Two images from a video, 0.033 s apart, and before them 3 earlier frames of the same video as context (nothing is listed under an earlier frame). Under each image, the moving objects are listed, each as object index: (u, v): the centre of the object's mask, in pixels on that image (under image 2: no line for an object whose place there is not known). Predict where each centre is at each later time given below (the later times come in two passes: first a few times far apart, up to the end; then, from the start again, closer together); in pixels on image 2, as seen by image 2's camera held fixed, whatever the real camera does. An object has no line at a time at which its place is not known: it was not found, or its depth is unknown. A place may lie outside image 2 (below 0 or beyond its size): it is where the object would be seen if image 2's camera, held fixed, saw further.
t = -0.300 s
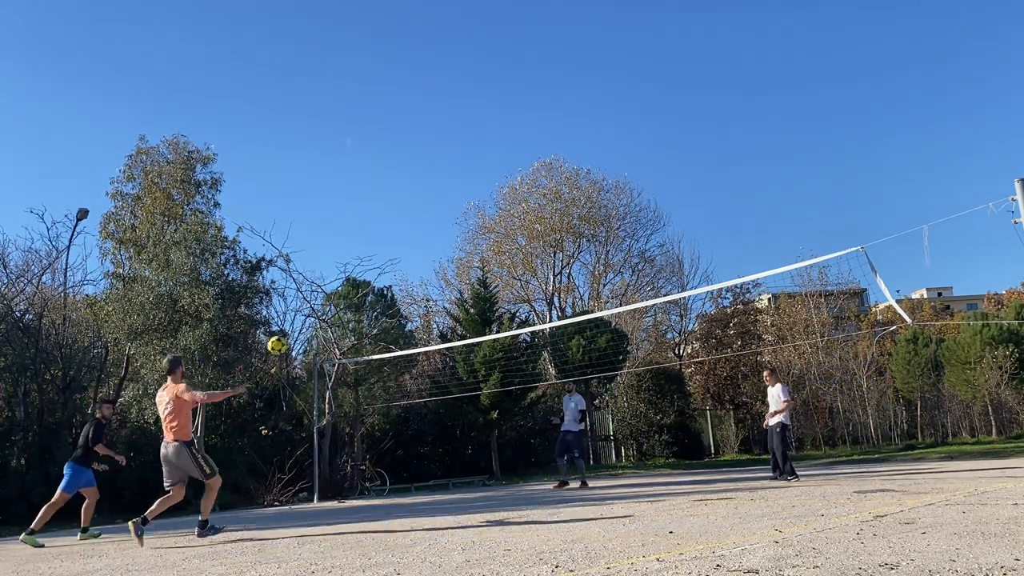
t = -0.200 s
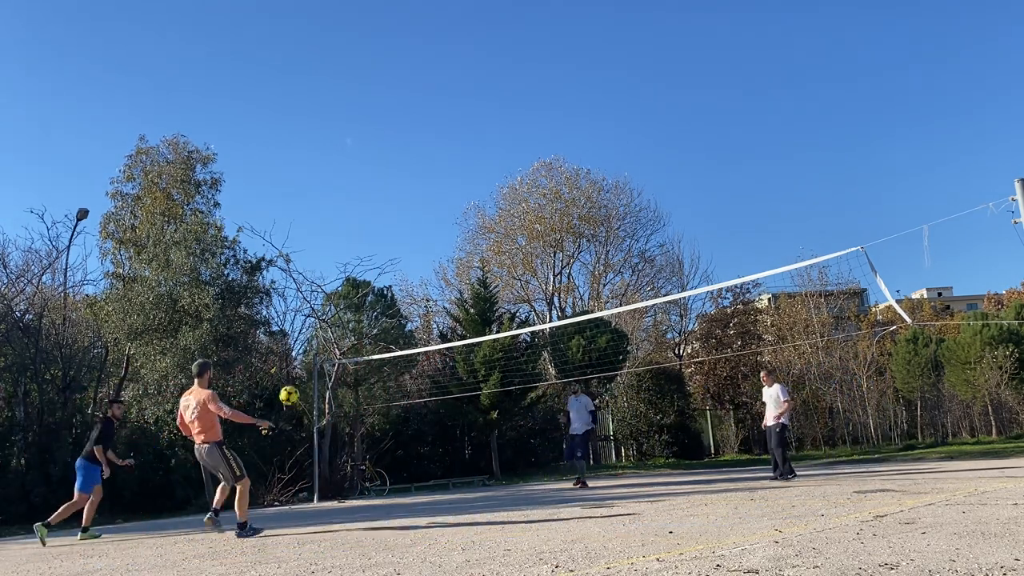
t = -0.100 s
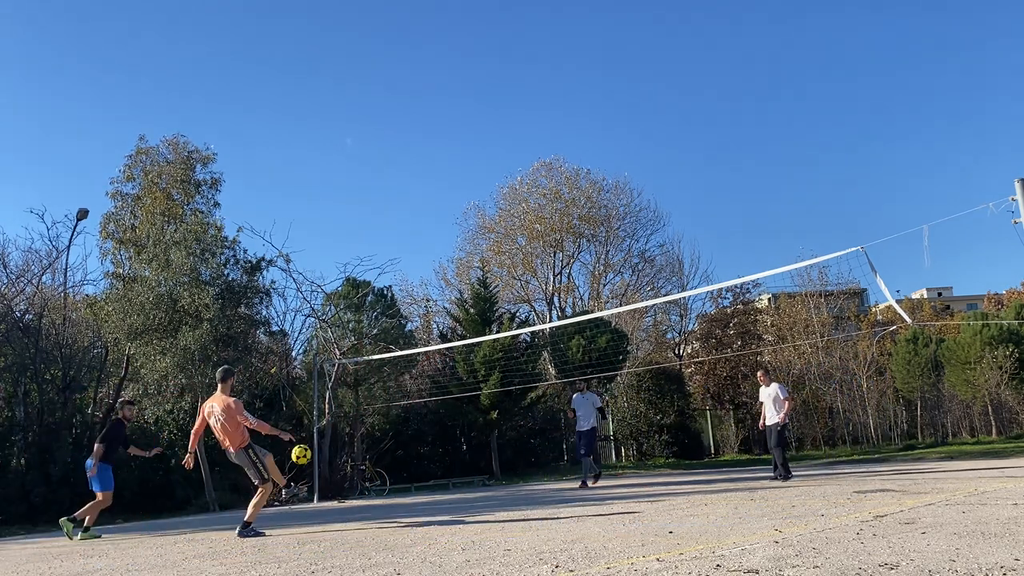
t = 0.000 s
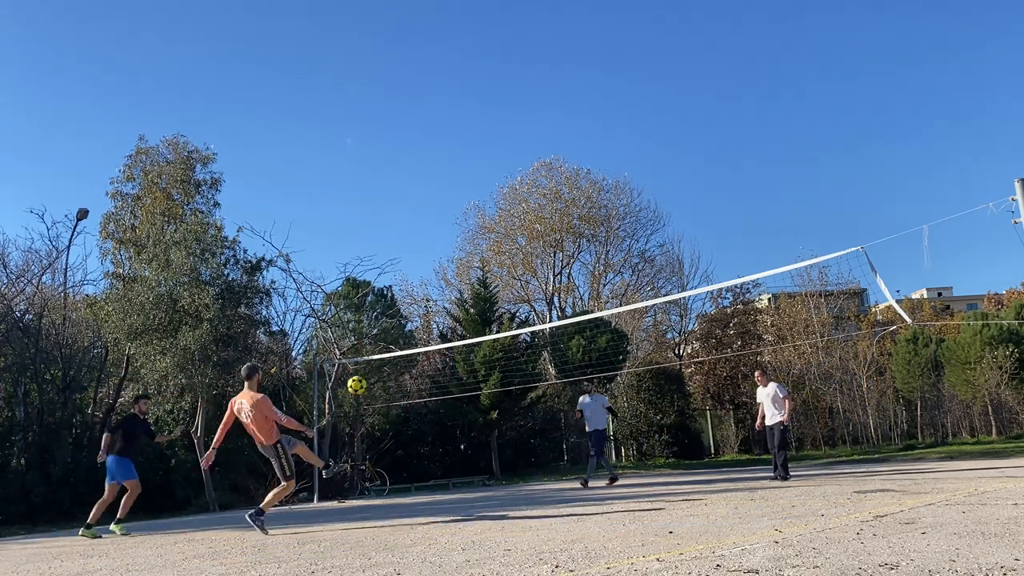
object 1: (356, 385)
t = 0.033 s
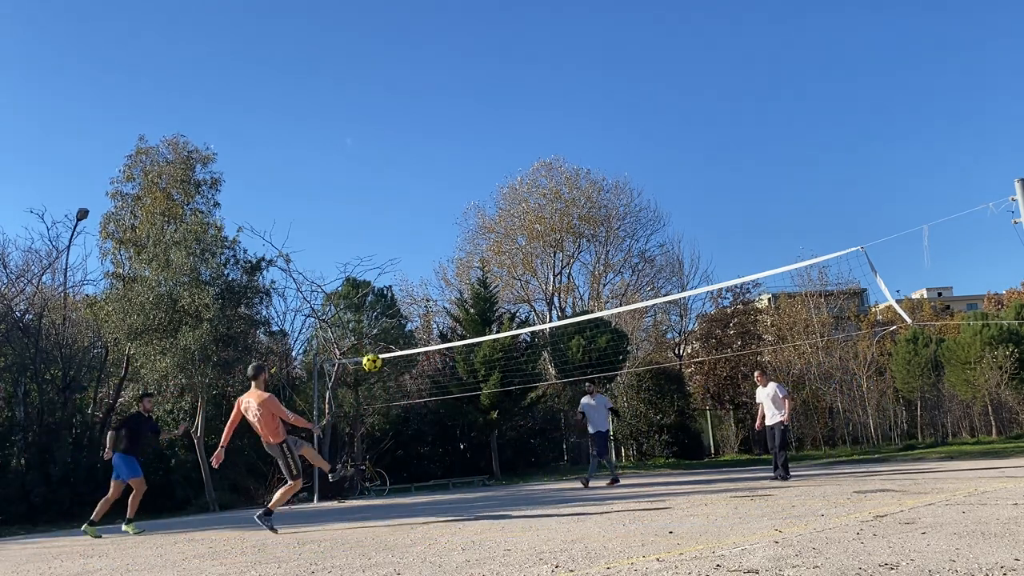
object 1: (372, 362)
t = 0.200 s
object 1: (443, 268)
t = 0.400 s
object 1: (522, 190)
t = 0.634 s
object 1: (611, 143)
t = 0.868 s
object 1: (698, 136)
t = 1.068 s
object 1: (772, 161)
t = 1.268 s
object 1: (846, 213)
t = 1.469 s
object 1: (922, 292)
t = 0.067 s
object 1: (386, 341)
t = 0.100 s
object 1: (401, 320)
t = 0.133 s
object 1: (415, 301)
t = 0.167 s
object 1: (429, 284)
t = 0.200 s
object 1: (443, 268)
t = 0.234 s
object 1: (457, 252)
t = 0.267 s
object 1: (471, 238)
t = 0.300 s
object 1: (484, 225)
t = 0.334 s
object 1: (497, 213)
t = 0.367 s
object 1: (509, 201)
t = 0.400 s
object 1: (522, 190)
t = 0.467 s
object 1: (548, 172)
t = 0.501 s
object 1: (560, 165)
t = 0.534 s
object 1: (573, 158)
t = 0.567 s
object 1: (586, 152)
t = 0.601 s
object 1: (599, 147)
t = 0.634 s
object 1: (611, 143)
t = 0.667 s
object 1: (624, 139)
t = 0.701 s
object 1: (636, 137)
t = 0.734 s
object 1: (649, 135)
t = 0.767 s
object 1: (661, 135)
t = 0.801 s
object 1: (673, 134)
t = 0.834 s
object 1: (686, 135)
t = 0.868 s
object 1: (698, 136)
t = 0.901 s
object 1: (710, 138)
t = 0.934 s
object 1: (723, 141)
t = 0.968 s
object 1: (735, 145)
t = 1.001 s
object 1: (747, 149)
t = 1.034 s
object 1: (759, 155)
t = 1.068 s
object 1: (772, 161)
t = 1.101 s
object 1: (784, 168)
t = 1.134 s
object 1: (797, 175)
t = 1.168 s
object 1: (809, 183)
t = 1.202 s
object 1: (822, 192)
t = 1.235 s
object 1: (834, 202)
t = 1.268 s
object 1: (846, 213)
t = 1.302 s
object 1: (859, 224)
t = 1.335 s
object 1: (871, 236)
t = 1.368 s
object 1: (884, 249)
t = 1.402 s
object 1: (897, 262)
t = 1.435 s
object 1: (910, 276)
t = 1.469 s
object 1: (922, 292)
